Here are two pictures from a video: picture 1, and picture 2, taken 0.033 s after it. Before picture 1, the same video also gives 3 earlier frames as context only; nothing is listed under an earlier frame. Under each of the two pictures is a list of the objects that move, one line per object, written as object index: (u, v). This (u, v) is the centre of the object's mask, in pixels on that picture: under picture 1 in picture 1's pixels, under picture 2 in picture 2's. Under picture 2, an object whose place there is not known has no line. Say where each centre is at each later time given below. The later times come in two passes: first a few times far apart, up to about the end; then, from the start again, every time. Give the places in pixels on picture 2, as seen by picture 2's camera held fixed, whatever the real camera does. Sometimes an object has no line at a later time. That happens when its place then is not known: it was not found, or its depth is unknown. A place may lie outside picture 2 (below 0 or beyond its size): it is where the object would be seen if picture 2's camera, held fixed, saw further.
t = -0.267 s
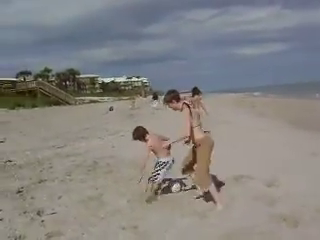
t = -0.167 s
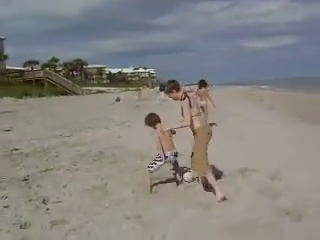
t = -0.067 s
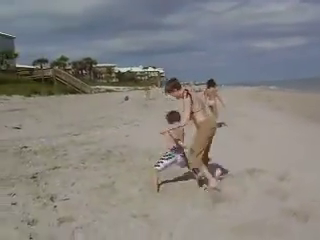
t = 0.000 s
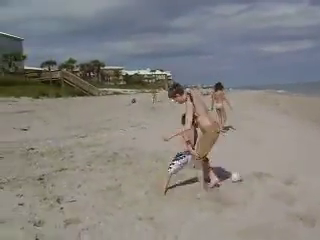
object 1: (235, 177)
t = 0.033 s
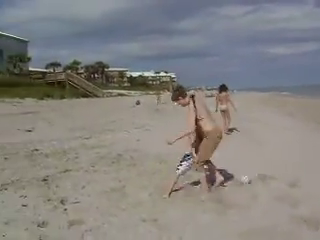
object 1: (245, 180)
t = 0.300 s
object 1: (273, 177)
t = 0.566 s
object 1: (297, 177)
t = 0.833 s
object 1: (317, 176)
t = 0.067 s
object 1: (249, 179)
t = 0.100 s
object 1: (253, 178)
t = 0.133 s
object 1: (256, 178)
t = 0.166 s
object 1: (260, 177)
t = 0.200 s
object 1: (264, 177)
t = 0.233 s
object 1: (266, 177)
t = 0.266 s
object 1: (271, 178)
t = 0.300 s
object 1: (273, 177)
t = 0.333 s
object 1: (277, 177)
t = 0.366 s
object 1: (280, 177)
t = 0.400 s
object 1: (283, 177)
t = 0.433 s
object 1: (286, 177)
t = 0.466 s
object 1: (289, 177)
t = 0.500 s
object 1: (291, 176)
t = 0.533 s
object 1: (294, 176)
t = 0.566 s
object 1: (297, 177)
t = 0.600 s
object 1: (300, 177)
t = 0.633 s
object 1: (302, 177)
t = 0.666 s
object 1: (305, 176)
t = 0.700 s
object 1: (308, 176)
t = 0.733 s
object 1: (310, 176)
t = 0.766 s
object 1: (313, 176)
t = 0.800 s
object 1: (315, 176)
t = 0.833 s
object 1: (317, 176)
